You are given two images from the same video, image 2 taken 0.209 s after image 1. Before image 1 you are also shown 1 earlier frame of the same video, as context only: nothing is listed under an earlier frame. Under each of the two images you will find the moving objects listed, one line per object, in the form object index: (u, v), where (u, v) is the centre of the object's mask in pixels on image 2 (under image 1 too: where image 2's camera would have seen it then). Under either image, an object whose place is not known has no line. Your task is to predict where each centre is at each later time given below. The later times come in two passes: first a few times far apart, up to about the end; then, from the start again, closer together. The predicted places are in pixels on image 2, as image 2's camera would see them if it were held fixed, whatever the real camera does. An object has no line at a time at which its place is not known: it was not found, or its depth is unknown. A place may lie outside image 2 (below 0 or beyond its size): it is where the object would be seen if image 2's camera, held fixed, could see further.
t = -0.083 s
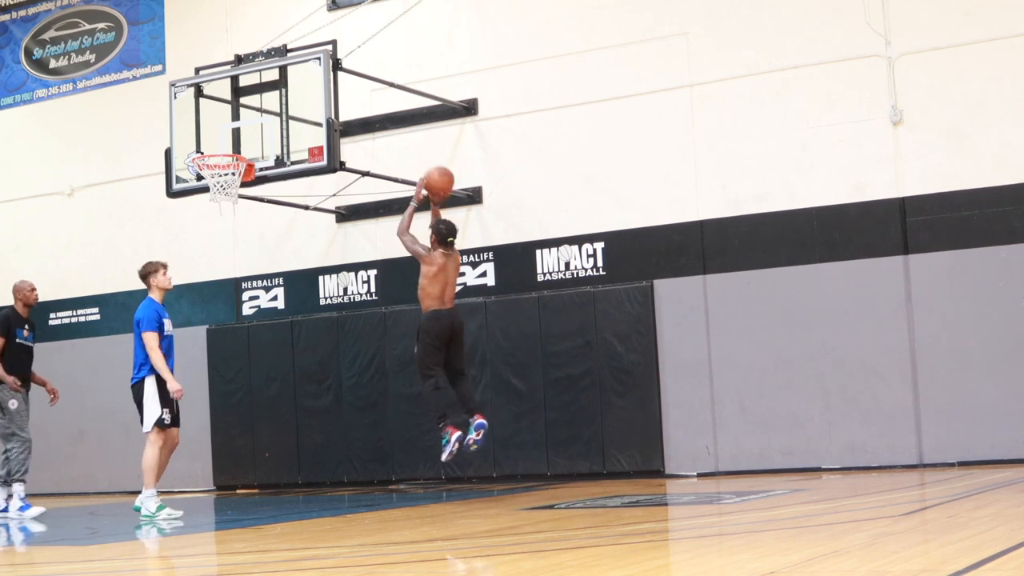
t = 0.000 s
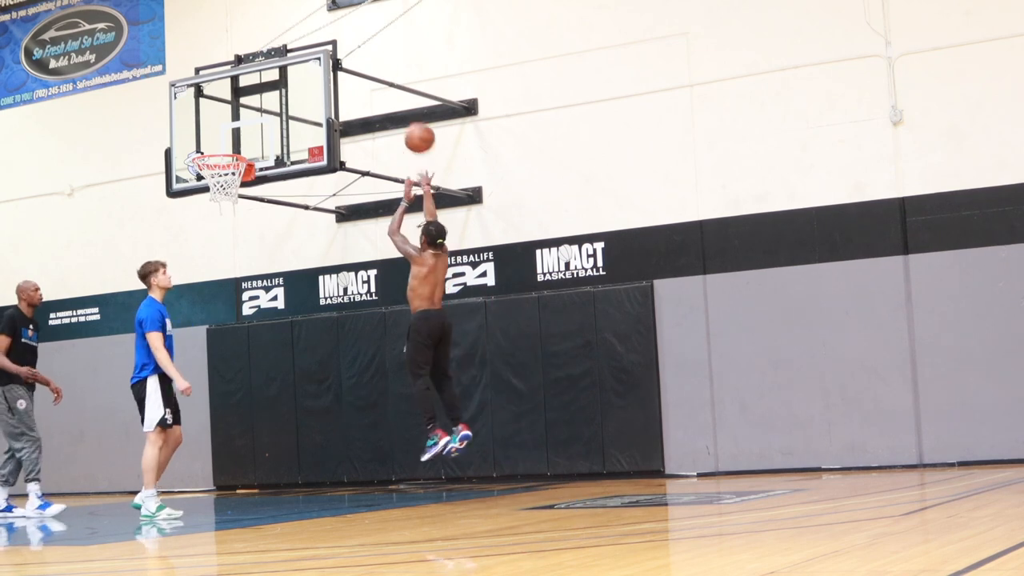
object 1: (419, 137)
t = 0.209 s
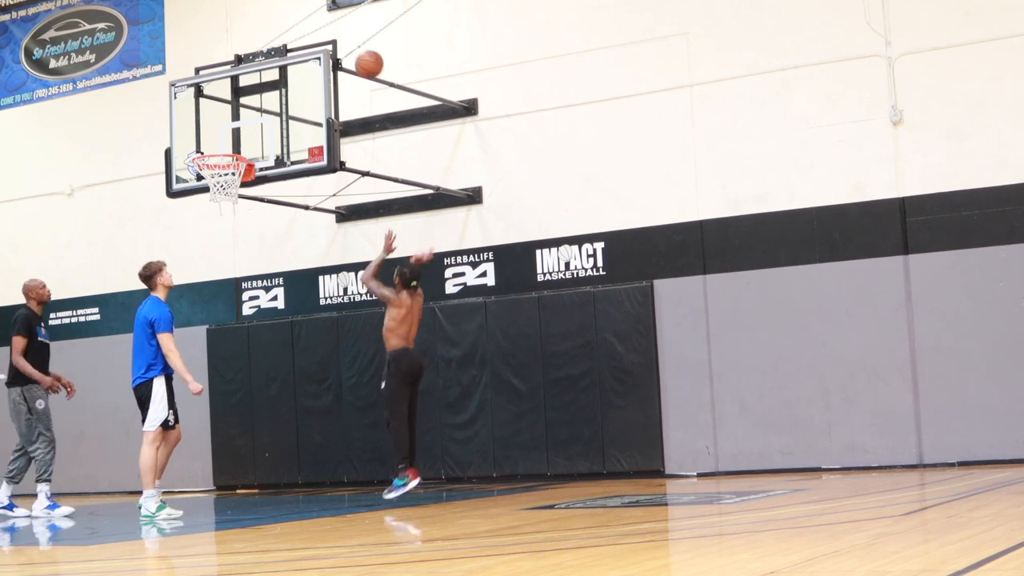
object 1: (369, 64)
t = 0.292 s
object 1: (351, 51)
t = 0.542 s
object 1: (303, 57)
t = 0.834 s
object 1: (234, 124)
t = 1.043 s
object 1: (213, 197)
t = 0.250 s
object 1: (360, 56)
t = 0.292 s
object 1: (351, 51)
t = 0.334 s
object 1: (342, 47)
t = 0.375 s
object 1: (334, 45)
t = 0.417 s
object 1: (326, 45)
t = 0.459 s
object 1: (318, 48)
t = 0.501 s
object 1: (310, 52)
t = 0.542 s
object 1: (303, 57)
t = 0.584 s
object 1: (295, 66)
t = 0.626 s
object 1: (288, 75)
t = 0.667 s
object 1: (278, 81)
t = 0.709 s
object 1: (267, 89)
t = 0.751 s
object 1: (256, 98)
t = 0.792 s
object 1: (244, 110)
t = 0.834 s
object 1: (234, 124)
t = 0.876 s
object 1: (223, 139)
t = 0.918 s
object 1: (212, 154)
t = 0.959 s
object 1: (209, 172)
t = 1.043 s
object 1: (213, 197)
